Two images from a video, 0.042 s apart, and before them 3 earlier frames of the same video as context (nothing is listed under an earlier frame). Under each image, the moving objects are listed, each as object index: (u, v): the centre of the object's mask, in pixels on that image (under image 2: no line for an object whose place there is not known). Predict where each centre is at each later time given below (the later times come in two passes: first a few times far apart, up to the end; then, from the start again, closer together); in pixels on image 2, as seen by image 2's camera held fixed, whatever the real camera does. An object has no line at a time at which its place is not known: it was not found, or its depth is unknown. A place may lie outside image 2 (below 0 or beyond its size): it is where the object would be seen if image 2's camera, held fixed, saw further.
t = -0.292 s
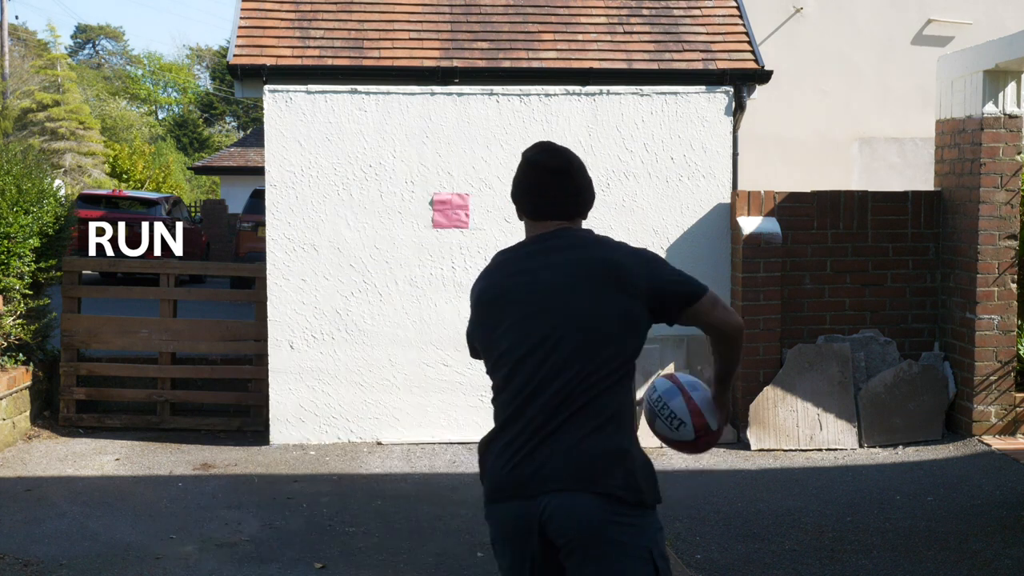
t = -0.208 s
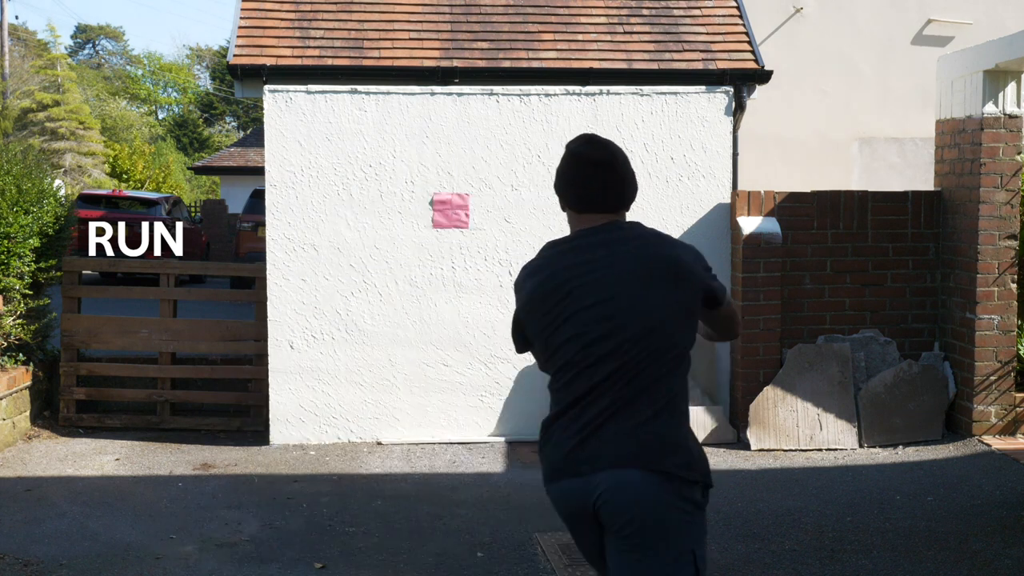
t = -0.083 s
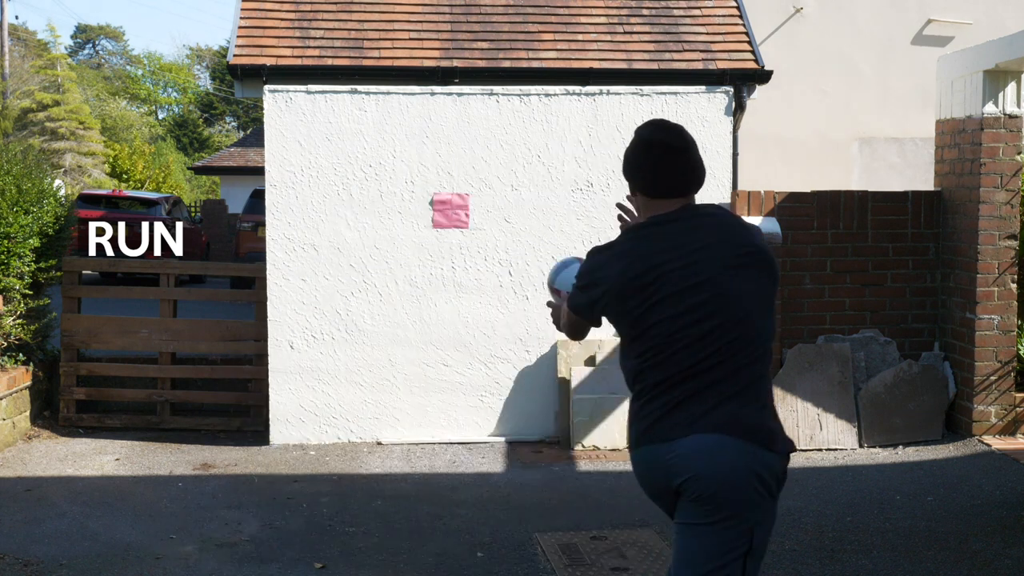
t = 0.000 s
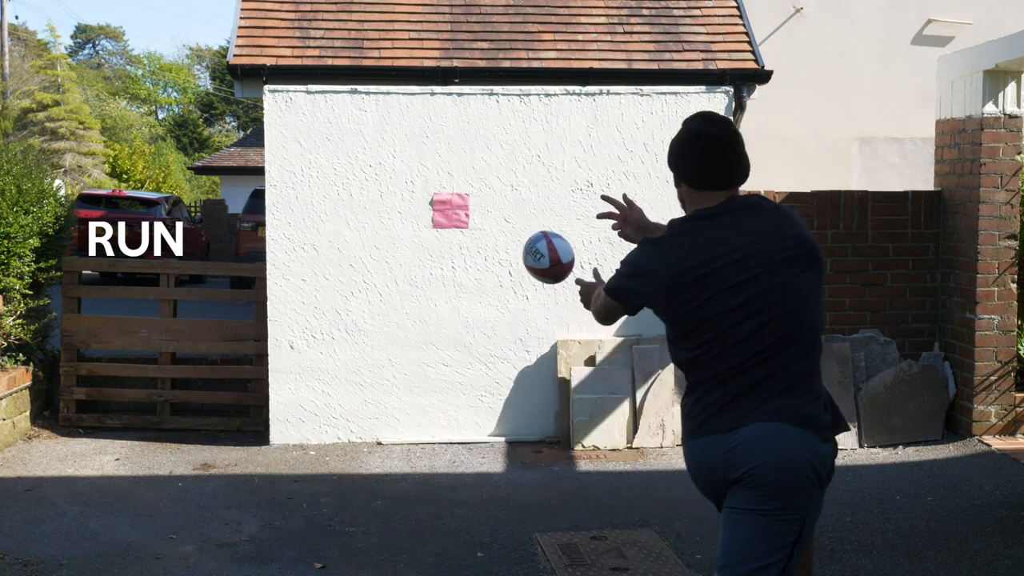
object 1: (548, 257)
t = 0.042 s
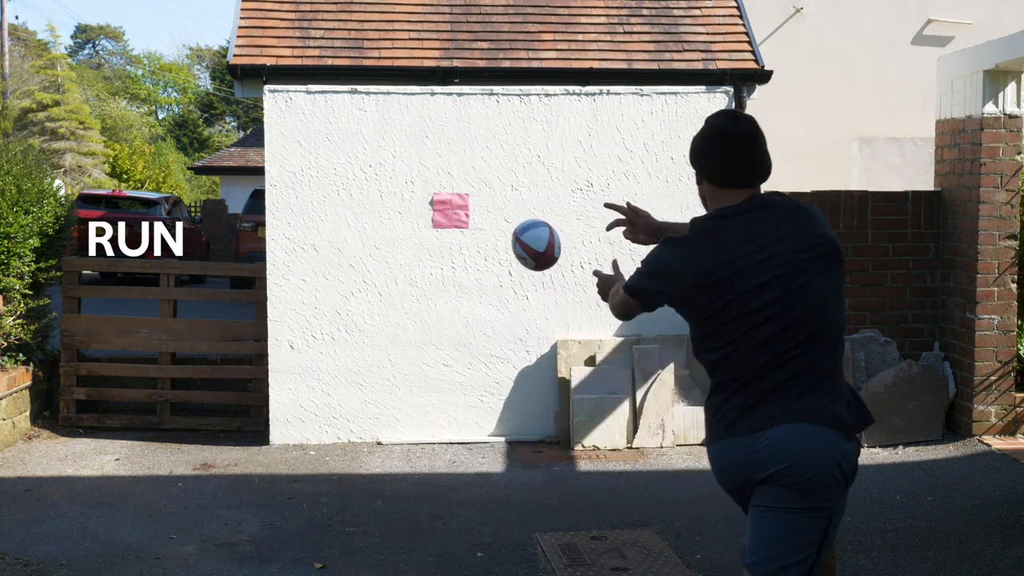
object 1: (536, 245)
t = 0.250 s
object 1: (481, 213)
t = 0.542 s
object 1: (458, 253)
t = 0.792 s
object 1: (468, 388)
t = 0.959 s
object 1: (479, 522)
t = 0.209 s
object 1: (489, 216)
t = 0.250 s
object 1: (481, 213)
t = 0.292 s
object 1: (474, 209)
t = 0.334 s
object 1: (467, 207)
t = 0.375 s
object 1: (459, 203)
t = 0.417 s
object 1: (452, 207)
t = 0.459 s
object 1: (455, 221)
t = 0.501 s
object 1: (456, 236)
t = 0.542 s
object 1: (458, 253)
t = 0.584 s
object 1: (459, 271)
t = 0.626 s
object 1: (461, 291)
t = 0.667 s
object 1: (462, 313)
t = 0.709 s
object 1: (464, 336)
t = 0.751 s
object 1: (466, 361)
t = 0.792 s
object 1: (468, 388)
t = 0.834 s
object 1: (470, 418)
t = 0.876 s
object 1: (474, 451)
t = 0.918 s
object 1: (477, 487)
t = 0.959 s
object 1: (479, 522)
